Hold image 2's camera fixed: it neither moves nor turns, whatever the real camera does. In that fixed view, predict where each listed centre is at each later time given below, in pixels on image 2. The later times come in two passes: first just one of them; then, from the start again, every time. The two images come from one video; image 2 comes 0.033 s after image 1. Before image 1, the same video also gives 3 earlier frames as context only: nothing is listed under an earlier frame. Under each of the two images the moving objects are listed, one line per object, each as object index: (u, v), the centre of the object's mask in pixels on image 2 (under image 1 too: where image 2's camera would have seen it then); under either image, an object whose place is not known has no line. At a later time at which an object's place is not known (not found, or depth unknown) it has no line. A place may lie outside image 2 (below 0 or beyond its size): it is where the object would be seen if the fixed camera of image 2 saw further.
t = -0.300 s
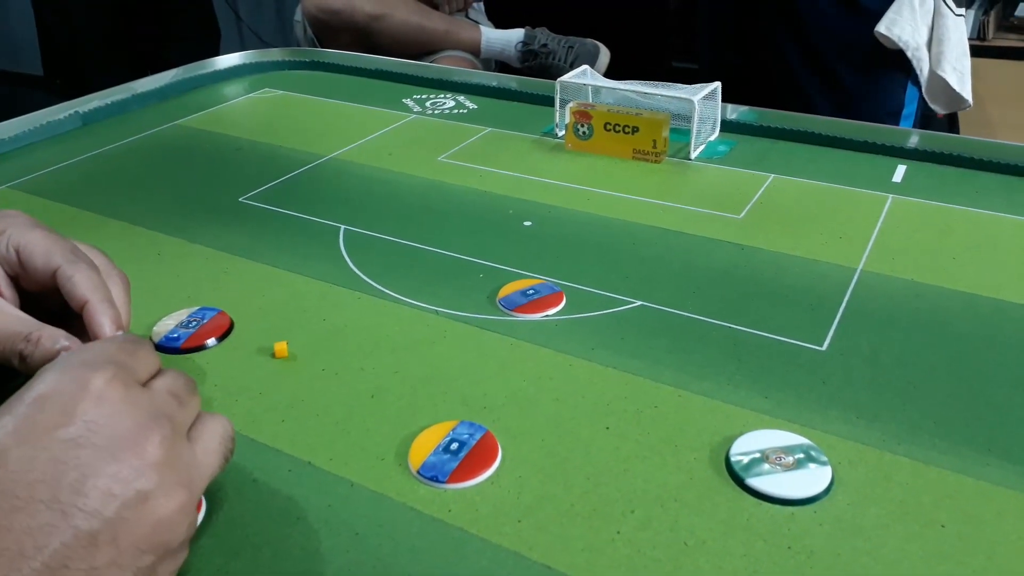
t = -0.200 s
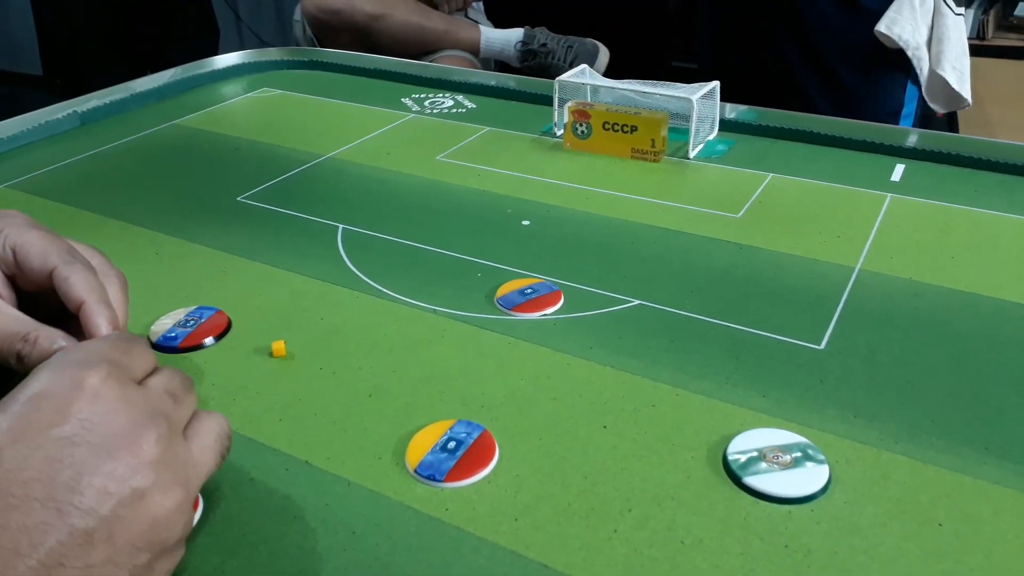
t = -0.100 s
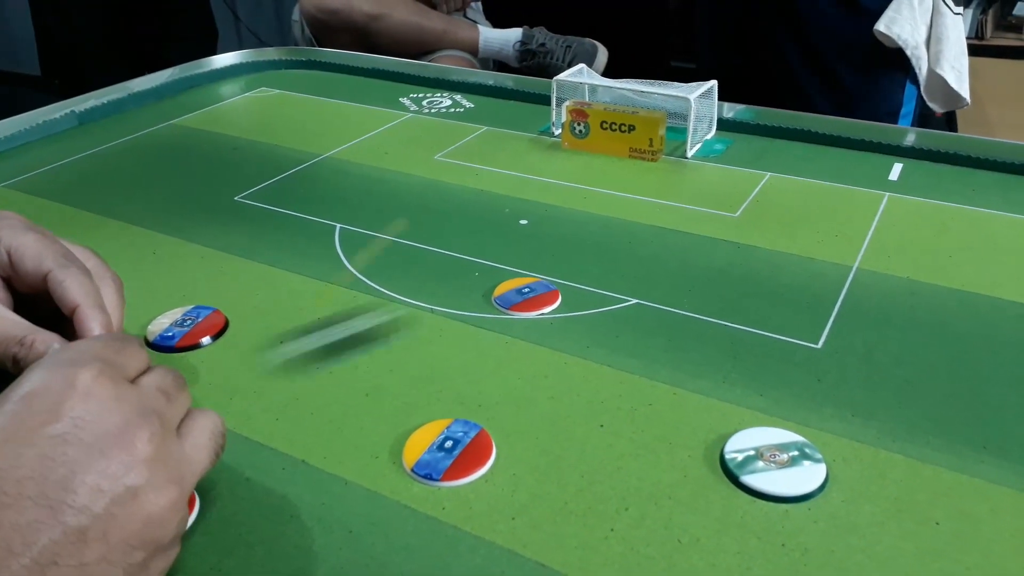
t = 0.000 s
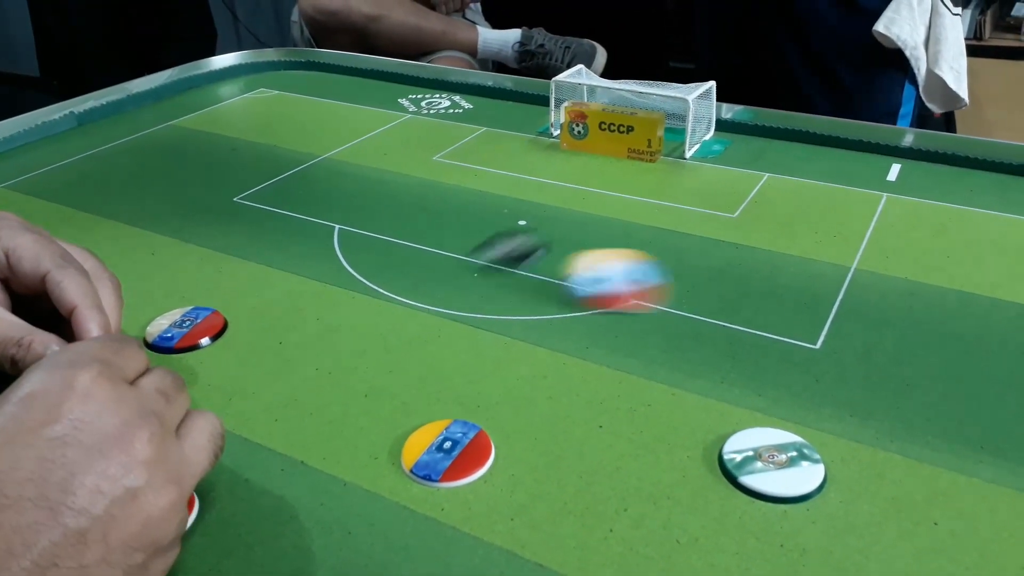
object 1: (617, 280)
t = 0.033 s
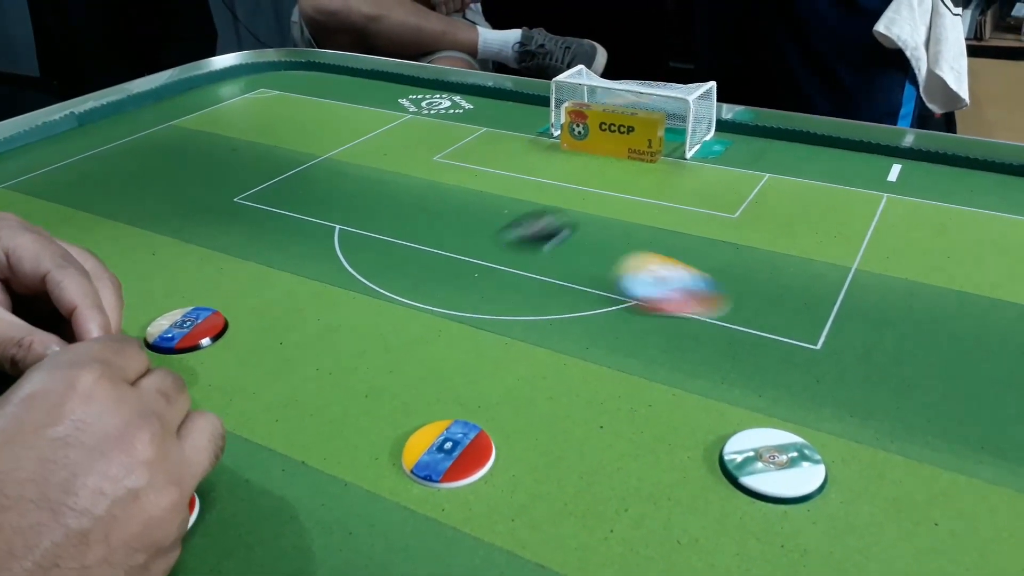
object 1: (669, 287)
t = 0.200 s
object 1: (884, 303)
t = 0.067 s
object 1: (723, 299)
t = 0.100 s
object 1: (769, 301)
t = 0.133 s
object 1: (810, 301)
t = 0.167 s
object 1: (849, 301)
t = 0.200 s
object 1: (884, 303)
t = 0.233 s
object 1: (912, 303)
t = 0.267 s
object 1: (936, 303)
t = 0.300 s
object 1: (955, 303)
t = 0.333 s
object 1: (970, 304)
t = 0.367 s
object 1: (980, 304)
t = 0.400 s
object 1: (985, 304)
